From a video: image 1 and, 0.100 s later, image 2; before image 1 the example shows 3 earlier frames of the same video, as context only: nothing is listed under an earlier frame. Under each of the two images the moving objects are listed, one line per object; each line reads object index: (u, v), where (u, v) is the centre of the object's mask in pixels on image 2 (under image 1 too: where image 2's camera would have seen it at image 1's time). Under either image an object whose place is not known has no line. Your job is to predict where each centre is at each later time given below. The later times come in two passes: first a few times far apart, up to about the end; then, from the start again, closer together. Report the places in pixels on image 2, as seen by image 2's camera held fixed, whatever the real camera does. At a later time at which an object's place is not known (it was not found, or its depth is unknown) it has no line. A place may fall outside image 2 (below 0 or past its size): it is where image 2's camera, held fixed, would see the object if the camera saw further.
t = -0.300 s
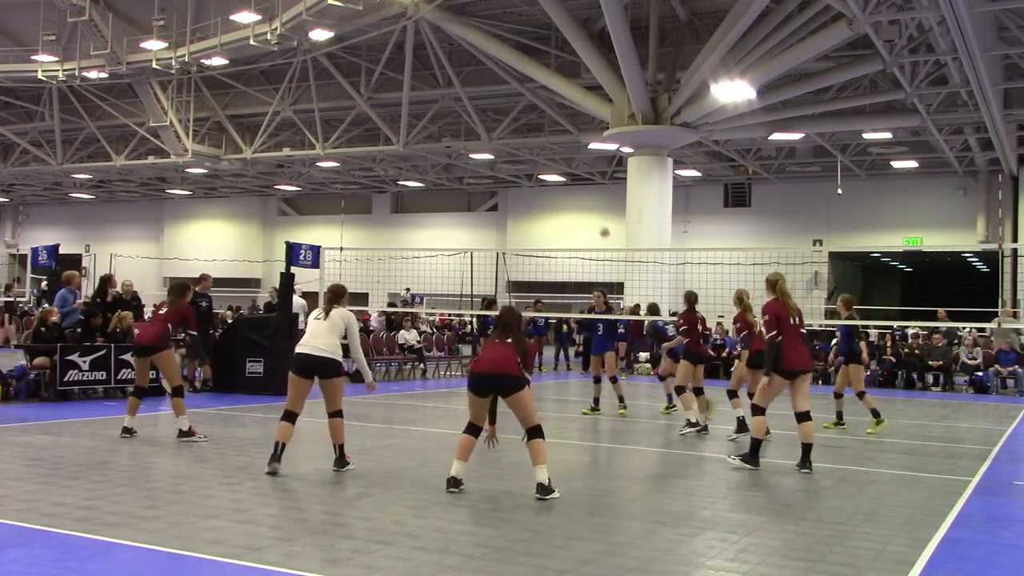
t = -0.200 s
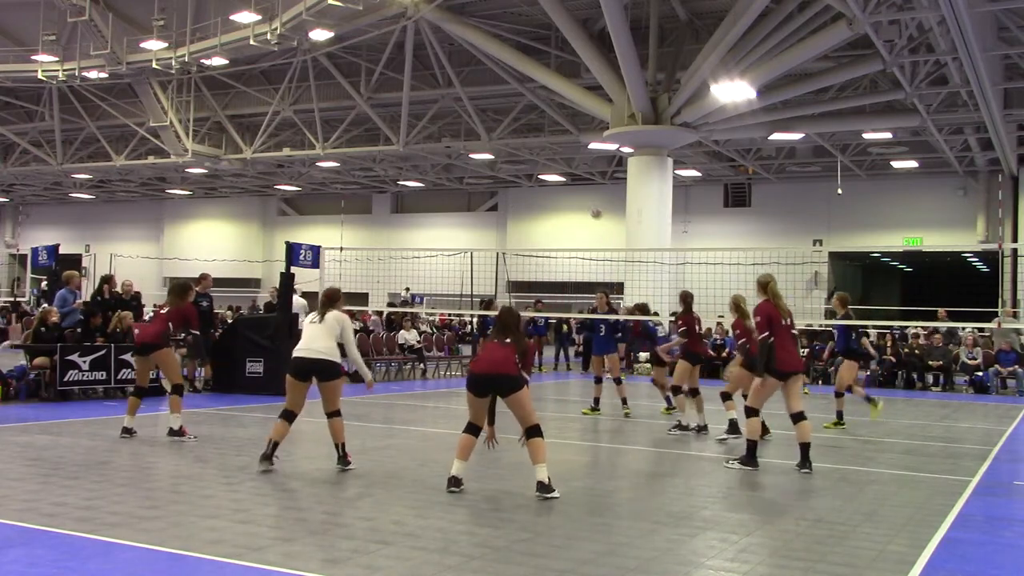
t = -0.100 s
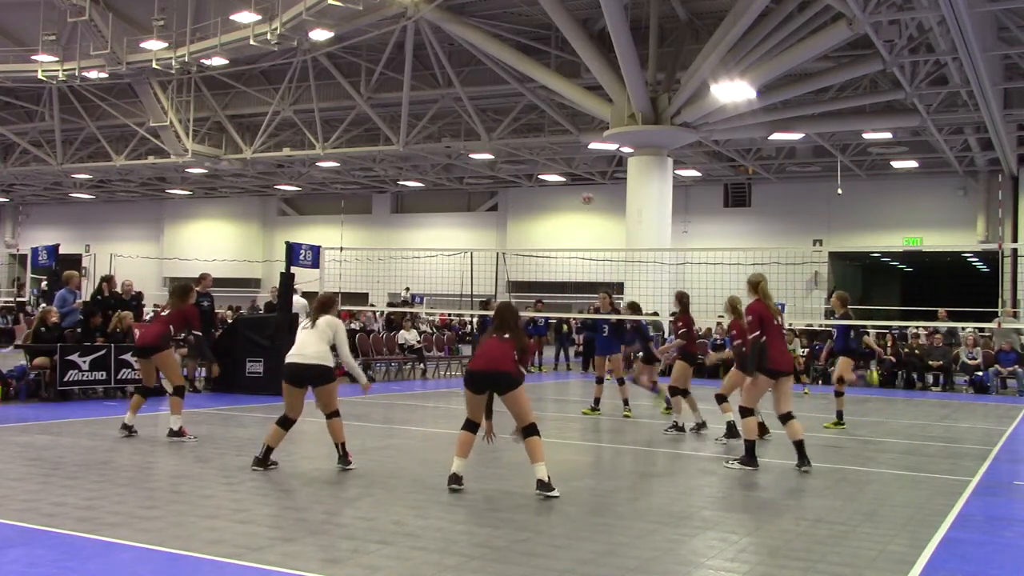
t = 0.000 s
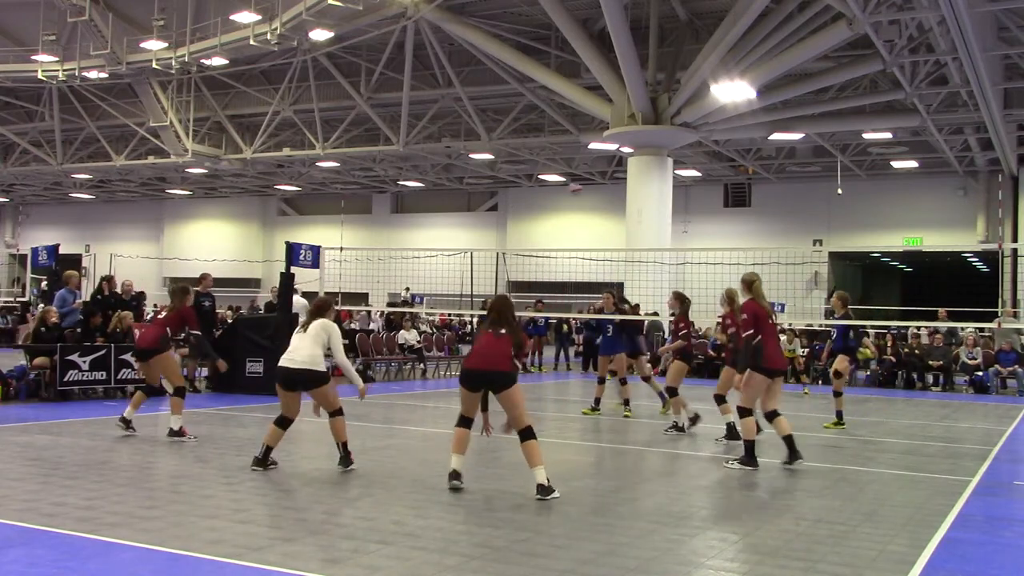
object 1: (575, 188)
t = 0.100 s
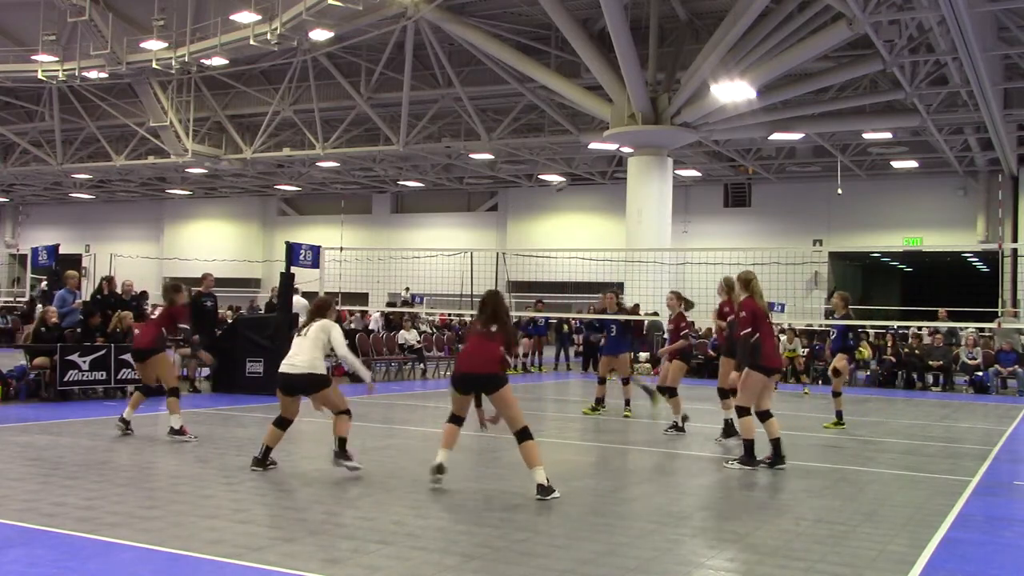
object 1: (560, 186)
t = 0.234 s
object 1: (530, 193)
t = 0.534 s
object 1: (430, 301)
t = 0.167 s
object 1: (546, 187)
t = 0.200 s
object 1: (538, 190)
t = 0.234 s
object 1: (530, 193)
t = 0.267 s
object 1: (522, 198)
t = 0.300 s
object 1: (512, 204)
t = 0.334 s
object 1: (504, 212)
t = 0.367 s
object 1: (494, 221)
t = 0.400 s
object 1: (484, 235)
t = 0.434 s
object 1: (472, 247)
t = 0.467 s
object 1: (460, 264)
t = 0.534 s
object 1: (430, 301)
